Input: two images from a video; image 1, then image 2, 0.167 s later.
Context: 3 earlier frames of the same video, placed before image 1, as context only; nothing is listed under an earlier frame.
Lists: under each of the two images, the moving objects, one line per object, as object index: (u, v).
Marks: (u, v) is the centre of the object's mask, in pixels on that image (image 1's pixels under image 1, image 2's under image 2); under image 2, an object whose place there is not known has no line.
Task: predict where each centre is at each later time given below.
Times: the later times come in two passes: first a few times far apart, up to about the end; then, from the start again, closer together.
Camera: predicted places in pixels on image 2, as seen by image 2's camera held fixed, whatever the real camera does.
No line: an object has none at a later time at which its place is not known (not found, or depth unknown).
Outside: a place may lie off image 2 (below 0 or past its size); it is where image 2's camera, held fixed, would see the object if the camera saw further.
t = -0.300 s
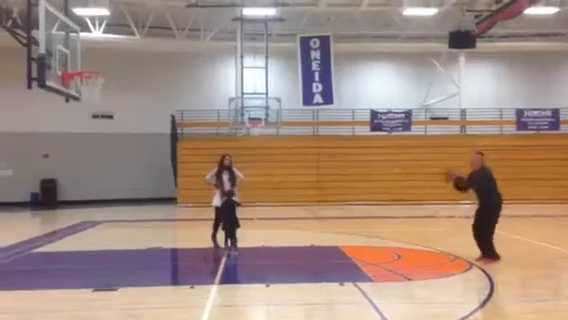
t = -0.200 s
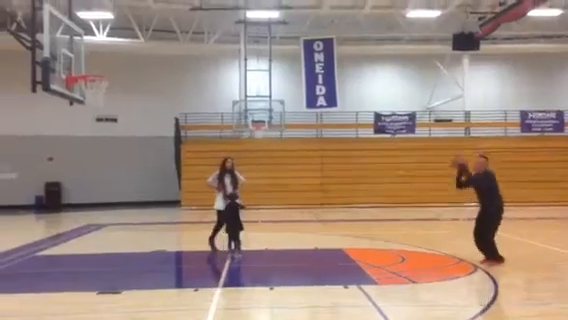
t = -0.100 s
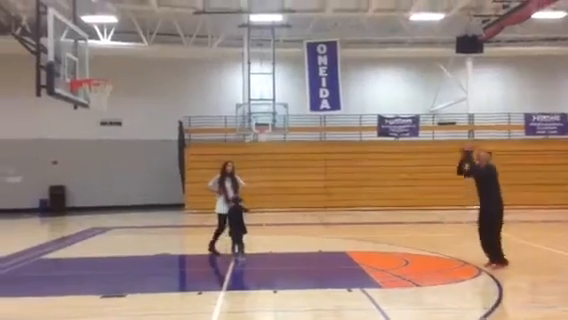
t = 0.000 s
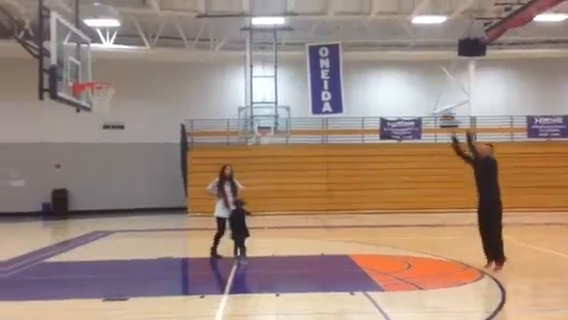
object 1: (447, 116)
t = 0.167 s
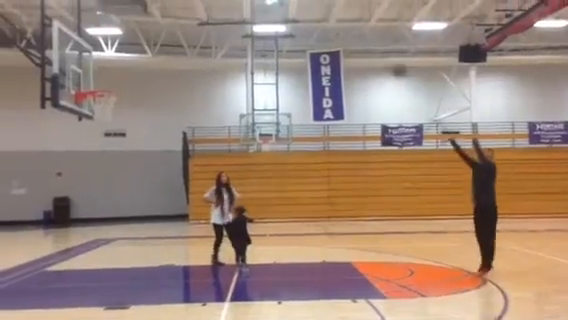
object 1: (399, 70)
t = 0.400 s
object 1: (328, 22)
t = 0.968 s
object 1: (160, 38)
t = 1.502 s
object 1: (110, 146)
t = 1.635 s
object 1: (124, 183)
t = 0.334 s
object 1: (347, 33)
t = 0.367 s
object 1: (337, 28)
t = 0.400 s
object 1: (328, 22)
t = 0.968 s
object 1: (160, 38)
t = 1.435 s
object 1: (102, 131)
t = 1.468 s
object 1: (106, 139)
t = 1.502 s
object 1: (110, 146)
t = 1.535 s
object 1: (113, 154)
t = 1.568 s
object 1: (117, 163)
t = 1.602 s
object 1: (120, 172)
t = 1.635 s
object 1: (124, 183)
